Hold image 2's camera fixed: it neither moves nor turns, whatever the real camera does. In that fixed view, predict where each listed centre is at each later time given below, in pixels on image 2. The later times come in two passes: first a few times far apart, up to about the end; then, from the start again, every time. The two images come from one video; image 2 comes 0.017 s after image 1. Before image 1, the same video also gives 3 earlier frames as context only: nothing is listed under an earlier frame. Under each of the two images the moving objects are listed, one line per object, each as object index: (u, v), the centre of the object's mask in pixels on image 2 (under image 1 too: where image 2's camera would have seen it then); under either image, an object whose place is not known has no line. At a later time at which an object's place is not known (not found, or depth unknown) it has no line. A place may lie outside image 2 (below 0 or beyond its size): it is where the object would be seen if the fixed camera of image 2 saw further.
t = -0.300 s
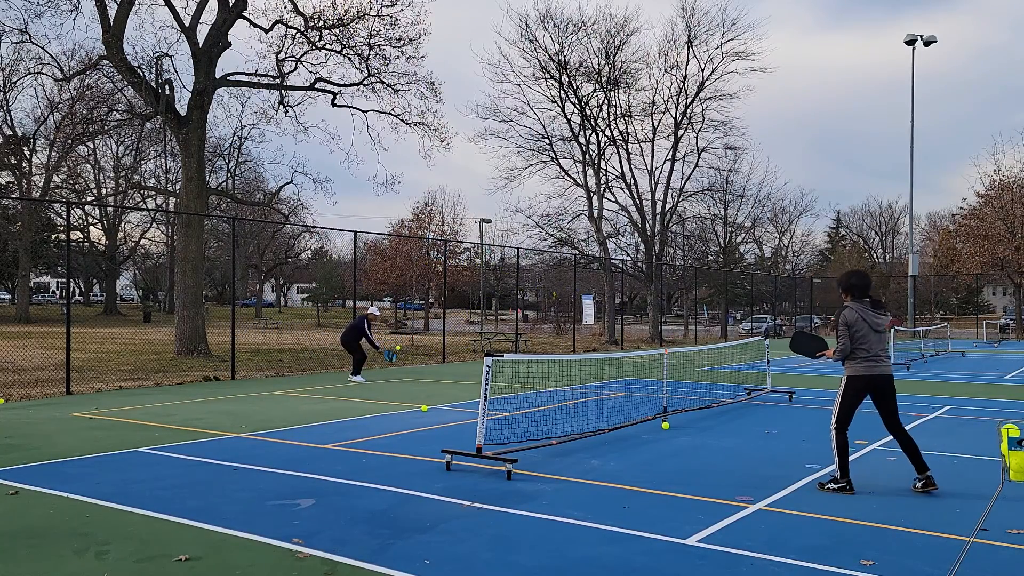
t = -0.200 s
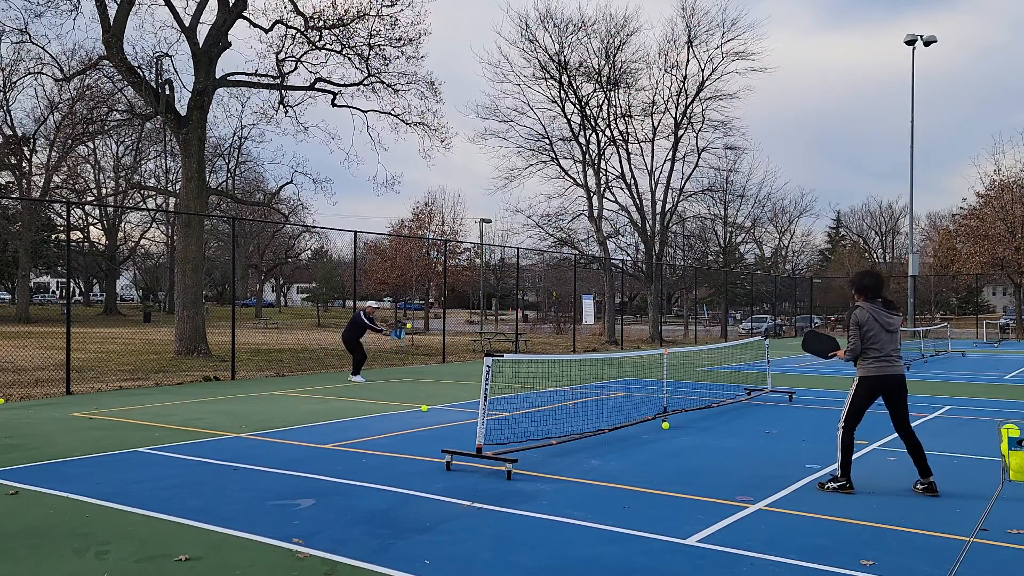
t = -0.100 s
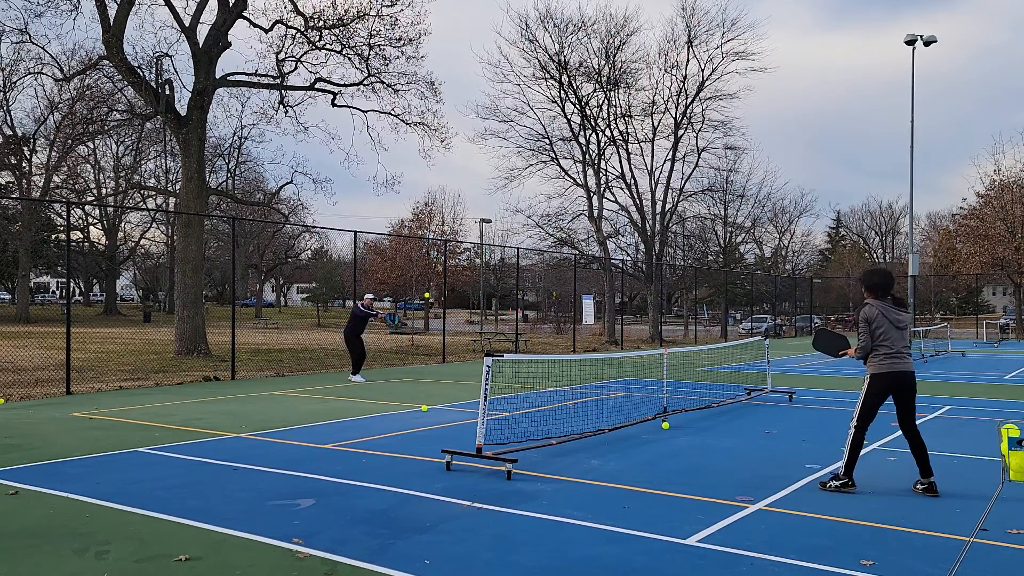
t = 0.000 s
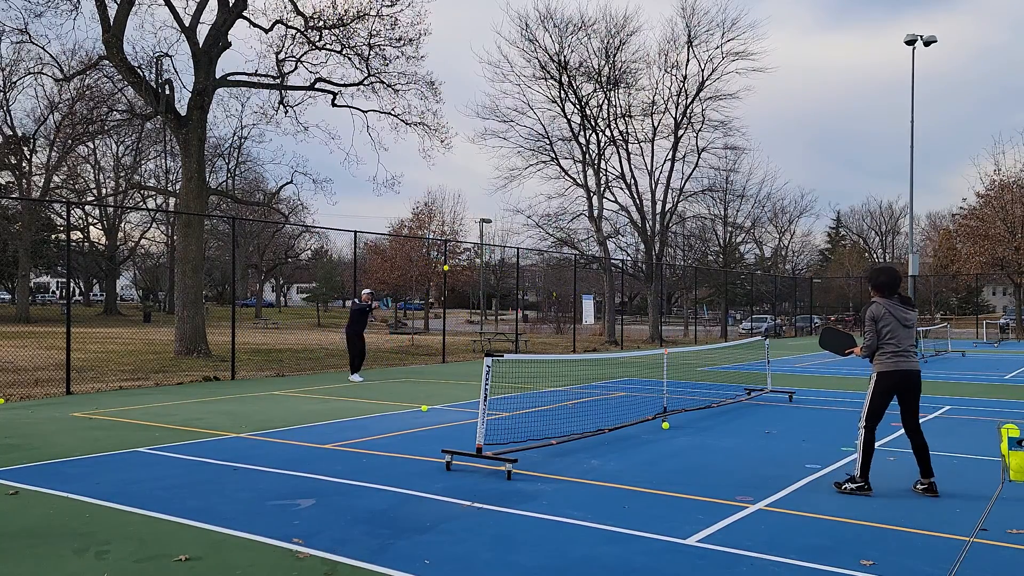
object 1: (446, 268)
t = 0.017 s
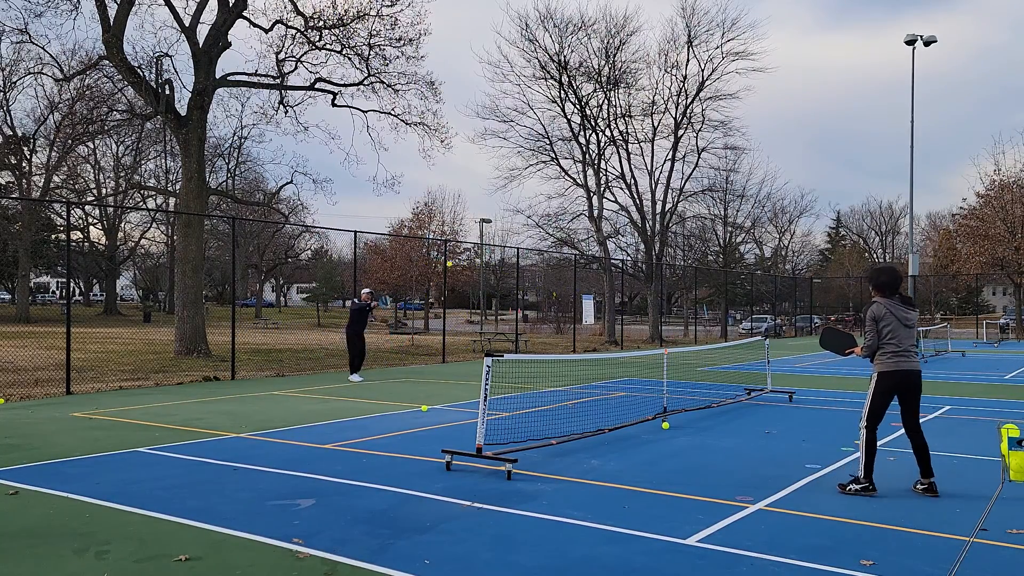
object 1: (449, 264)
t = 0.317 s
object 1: (516, 214)
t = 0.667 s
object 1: (621, 243)
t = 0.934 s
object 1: (735, 373)
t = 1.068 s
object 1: (811, 499)
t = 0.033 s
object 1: (453, 260)
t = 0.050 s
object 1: (456, 256)
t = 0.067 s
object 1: (459, 252)
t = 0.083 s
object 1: (463, 249)
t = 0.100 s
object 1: (466, 246)
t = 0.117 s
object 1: (469, 242)
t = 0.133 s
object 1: (473, 239)
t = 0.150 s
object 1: (476, 236)
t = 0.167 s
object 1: (481, 233)
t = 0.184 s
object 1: (484, 230)
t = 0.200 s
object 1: (488, 227)
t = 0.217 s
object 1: (492, 225)
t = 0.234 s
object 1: (495, 223)
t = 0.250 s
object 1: (498, 222)
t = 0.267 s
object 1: (503, 219)
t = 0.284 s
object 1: (507, 218)
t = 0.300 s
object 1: (511, 217)
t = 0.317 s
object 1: (516, 214)
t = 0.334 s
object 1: (520, 214)
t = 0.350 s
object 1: (525, 213)
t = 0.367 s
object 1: (529, 213)
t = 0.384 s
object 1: (532, 212)
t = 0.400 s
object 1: (536, 212)
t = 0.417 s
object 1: (542, 211)
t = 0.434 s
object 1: (547, 212)
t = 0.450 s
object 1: (551, 212)
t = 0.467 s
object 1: (556, 212)
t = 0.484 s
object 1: (561, 214)
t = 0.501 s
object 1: (566, 214)
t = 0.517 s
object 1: (571, 216)
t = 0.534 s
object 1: (576, 217)
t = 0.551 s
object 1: (581, 219)
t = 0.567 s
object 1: (587, 222)
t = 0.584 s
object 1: (592, 224)
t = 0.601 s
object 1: (598, 227)
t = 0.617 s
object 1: (604, 231)
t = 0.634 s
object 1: (609, 234)
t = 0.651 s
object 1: (615, 239)
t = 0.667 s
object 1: (621, 243)
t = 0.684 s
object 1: (627, 248)
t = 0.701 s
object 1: (633, 252)
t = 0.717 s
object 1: (640, 258)
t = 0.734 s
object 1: (646, 264)
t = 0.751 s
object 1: (652, 270)
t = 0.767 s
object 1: (659, 277)
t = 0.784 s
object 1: (666, 284)
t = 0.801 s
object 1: (673, 292)
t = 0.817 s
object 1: (680, 300)
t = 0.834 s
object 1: (687, 308)
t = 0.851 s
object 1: (695, 317)
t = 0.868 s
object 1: (702, 328)
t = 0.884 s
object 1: (710, 338)
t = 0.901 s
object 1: (718, 349)
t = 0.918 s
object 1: (726, 360)
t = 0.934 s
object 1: (735, 373)
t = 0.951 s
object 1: (743, 386)
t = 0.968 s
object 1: (752, 399)
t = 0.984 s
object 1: (761, 414)
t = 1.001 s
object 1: (771, 429)
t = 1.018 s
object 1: (780, 445)
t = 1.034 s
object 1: (790, 462)
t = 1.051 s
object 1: (800, 480)
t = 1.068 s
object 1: (811, 499)
